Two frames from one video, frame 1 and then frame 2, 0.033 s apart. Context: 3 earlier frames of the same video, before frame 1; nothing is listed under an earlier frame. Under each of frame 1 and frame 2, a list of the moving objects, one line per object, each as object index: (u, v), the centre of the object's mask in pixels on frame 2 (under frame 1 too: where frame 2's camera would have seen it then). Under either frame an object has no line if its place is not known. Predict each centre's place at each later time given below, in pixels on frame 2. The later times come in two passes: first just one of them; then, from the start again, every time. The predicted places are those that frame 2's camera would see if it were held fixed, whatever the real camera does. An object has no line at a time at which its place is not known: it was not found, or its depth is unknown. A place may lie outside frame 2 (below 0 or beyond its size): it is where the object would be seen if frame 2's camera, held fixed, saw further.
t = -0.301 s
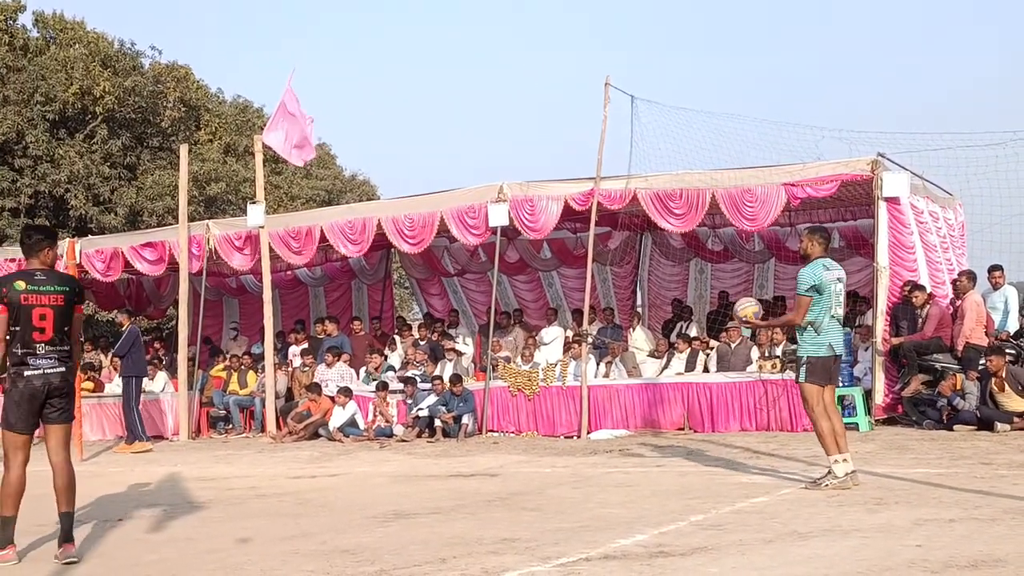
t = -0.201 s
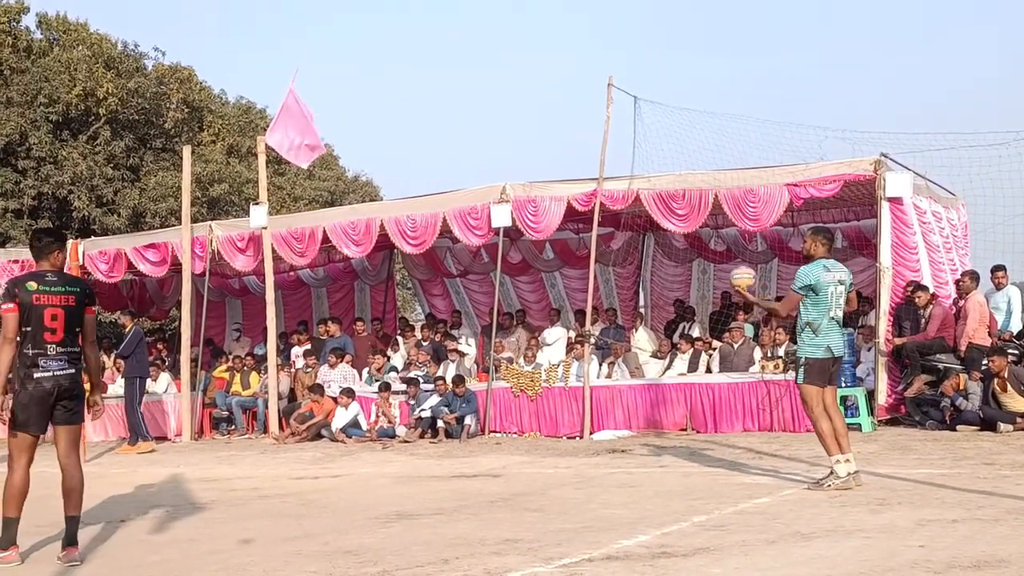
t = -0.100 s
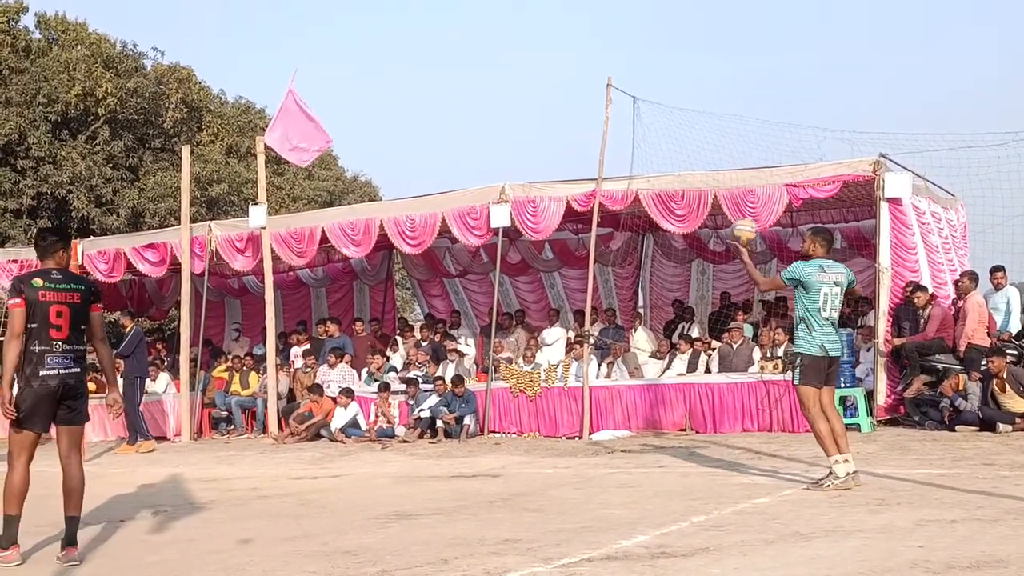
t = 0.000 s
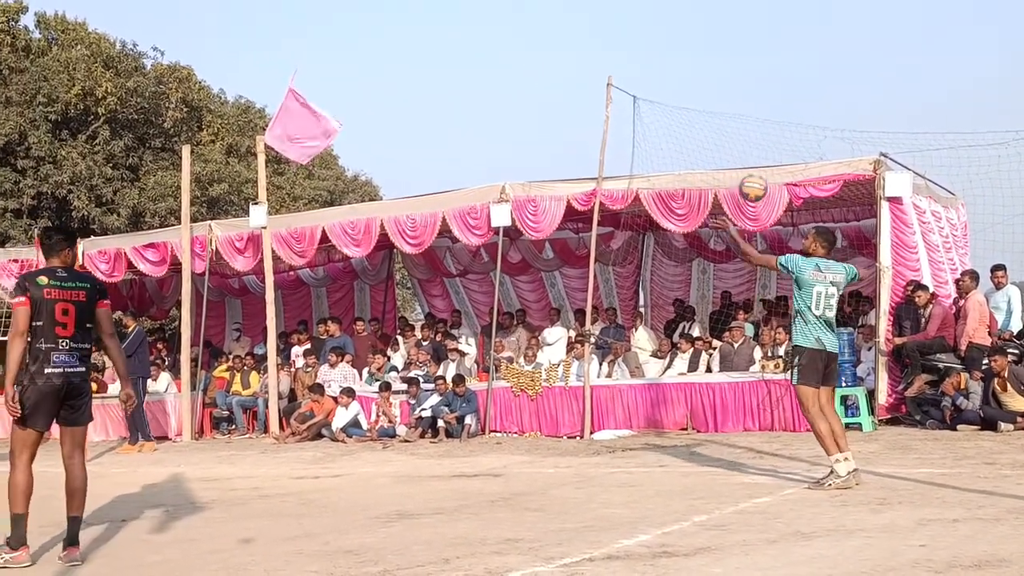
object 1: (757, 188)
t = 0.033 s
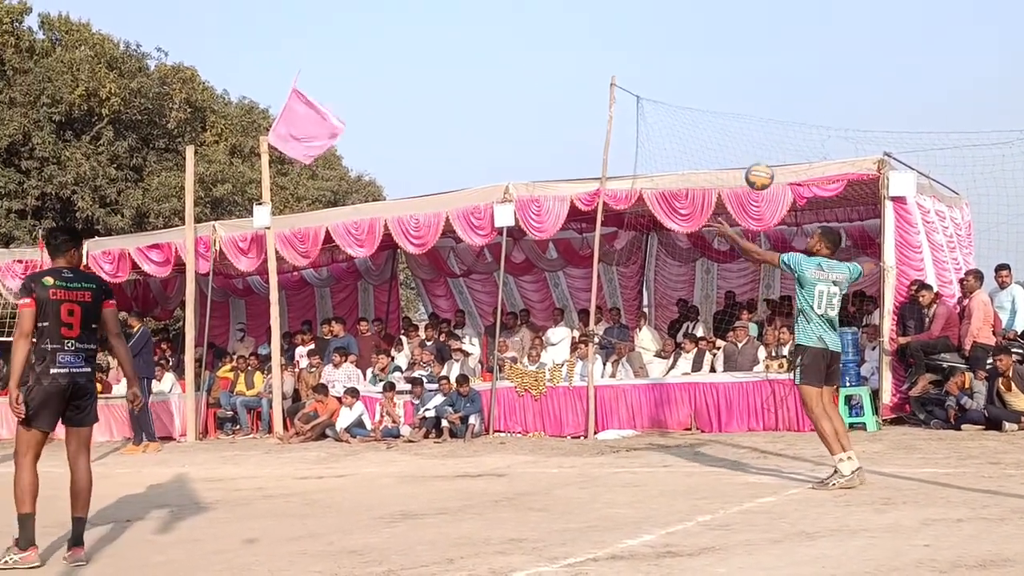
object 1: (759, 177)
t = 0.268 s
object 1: (780, 139)
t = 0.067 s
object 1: (762, 166)
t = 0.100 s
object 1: (765, 158)
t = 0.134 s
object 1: (768, 151)
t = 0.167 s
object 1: (771, 146)
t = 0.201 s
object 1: (774, 142)
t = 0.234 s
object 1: (777, 140)
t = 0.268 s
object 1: (780, 139)
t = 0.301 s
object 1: (784, 141)
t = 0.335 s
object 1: (787, 143)
